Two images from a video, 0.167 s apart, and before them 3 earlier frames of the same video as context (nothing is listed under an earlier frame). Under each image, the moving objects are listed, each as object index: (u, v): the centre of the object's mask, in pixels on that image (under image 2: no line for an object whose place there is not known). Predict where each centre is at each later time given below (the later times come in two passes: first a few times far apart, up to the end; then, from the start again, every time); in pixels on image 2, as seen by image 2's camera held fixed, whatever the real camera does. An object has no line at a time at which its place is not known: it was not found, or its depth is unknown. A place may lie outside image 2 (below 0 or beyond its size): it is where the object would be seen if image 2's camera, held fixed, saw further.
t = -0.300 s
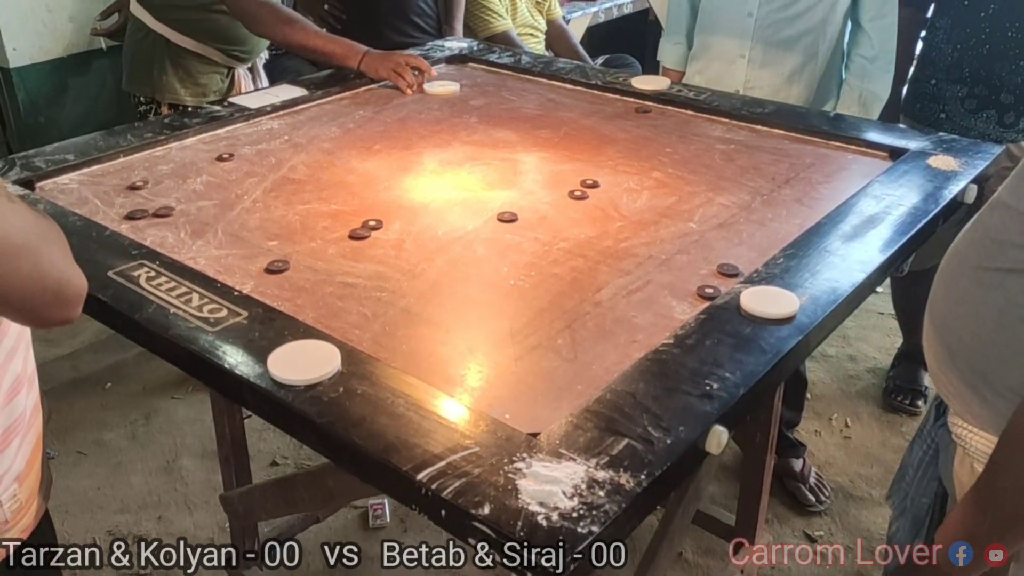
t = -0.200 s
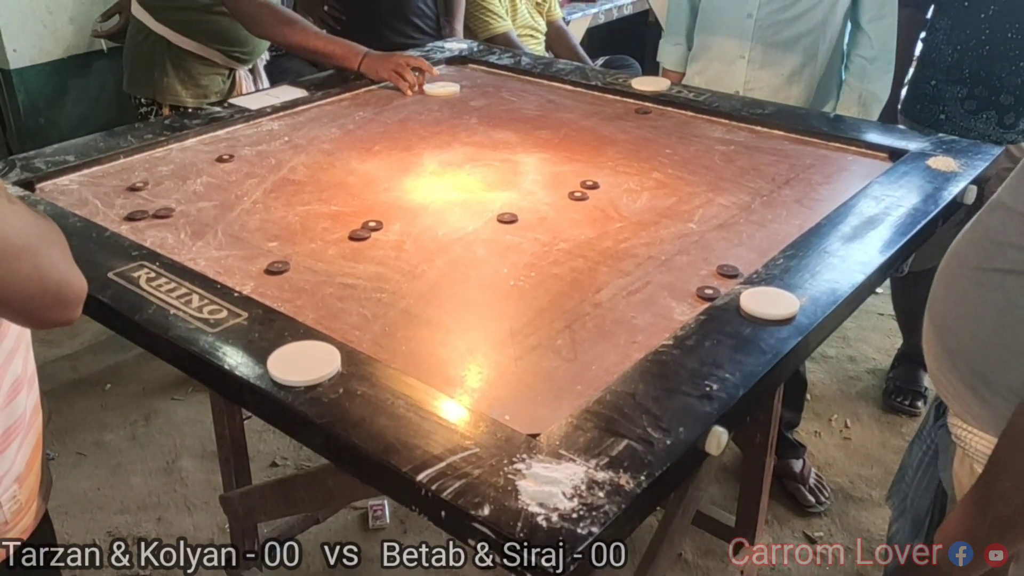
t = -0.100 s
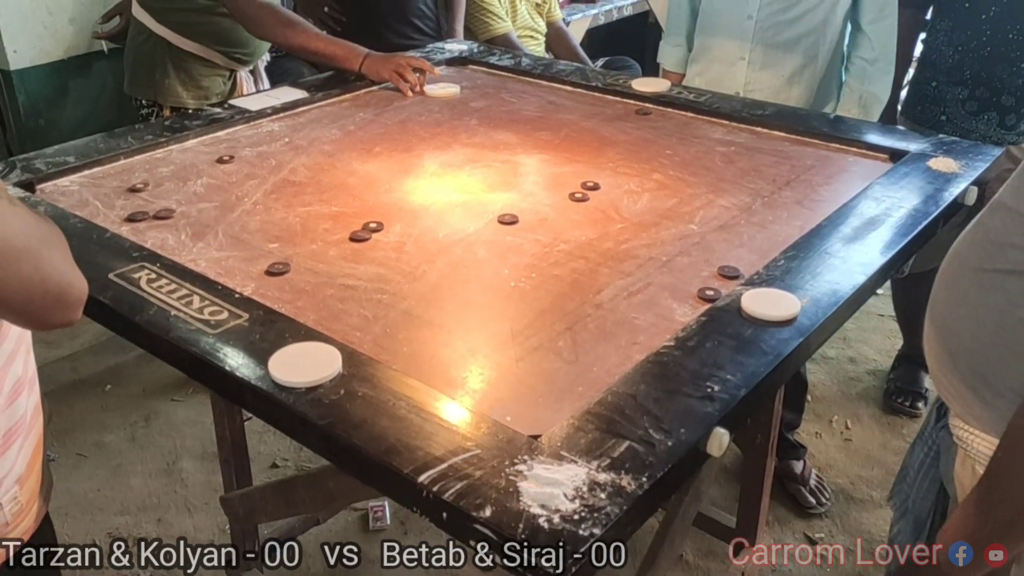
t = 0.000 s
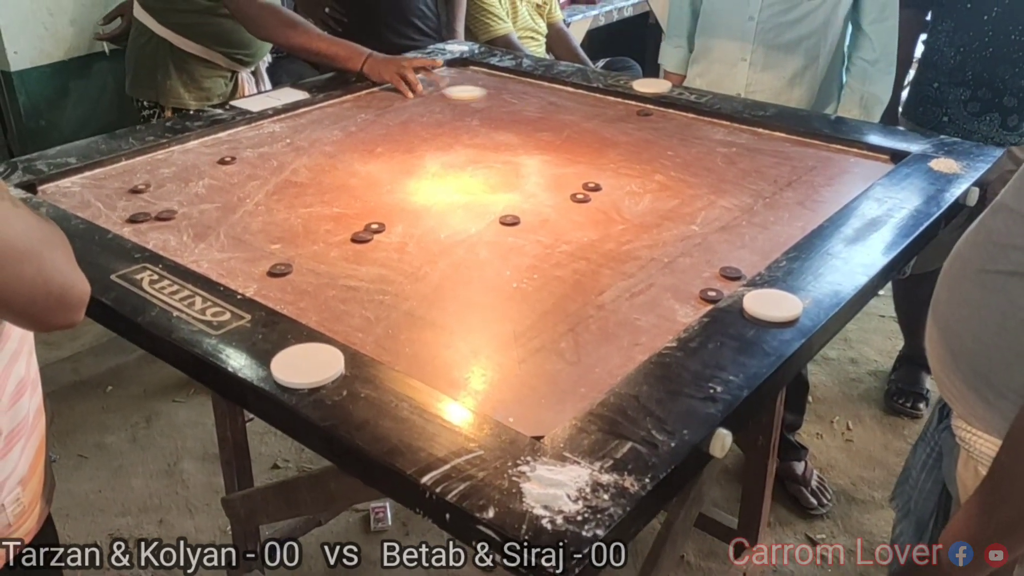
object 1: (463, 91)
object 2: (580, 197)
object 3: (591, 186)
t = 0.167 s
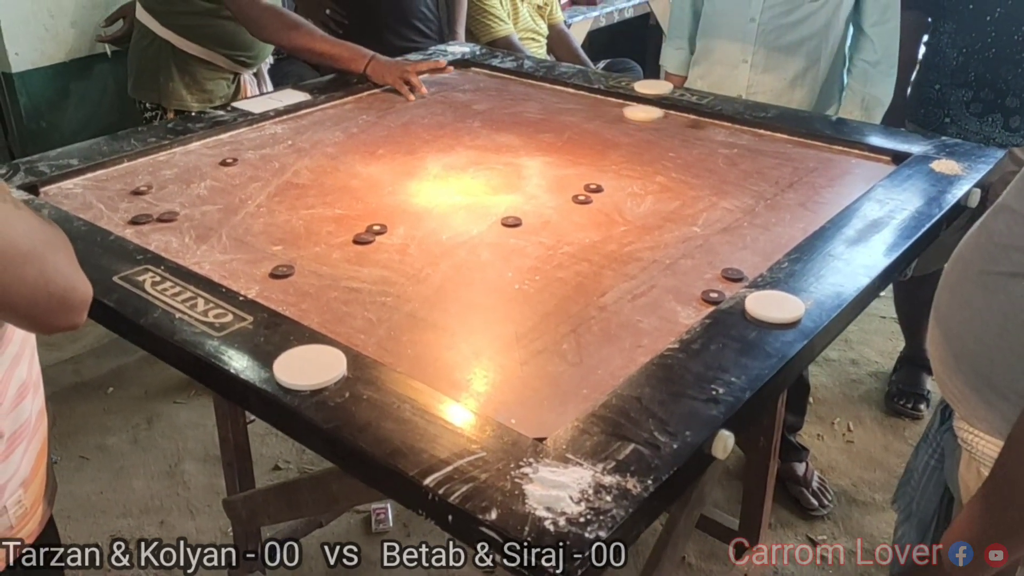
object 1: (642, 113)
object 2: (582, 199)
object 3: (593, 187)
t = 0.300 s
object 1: (711, 147)
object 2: (582, 199)
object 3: (593, 187)
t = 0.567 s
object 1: (749, 194)
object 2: (582, 199)
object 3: (593, 187)
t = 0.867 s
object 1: (578, 173)
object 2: (580, 203)
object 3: (561, 192)
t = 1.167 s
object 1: (497, 161)
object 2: (579, 209)
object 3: (522, 192)
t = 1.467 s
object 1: (479, 159)
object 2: (579, 209)
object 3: (522, 192)
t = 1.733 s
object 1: (479, 159)
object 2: (579, 209)
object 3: (522, 192)
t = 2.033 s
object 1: (479, 159)
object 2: (579, 208)
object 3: (522, 191)
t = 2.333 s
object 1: (479, 159)
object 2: (579, 209)
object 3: (522, 192)
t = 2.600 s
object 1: (479, 159)
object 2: (579, 209)
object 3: (522, 192)
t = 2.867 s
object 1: (479, 159)
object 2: (579, 209)
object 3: (522, 192)
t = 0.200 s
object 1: (658, 120)
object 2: (582, 199)
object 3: (593, 187)
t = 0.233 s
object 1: (675, 129)
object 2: (582, 199)
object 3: (593, 187)
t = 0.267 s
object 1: (693, 138)
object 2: (582, 199)
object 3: (593, 187)
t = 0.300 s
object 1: (711, 147)
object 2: (582, 199)
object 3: (593, 187)
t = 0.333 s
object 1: (730, 156)
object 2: (582, 199)
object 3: (593, 187)
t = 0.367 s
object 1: (751, 166)
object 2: (582, 199)
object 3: (593, 187)
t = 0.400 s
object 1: (772, 177)
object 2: (582, 199)
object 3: (593, 188)
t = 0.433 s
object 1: (795, 189)
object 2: (582, 199)
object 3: (593, 187)
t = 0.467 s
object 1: (818, 201)
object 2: (582, 199)
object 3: (593, 187)
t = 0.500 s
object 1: (801, 201)
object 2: (582, 199)
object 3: (593, 187)
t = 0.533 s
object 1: (774, 198)
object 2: (581, 199)
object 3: (593, 187)
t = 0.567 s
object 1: (749, 194)
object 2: (582, 199)
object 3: (593, 187)
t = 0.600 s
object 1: (725, 191)
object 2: (582, 199)
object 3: (593, 188)
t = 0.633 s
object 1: (702, 189)
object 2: (582, 199)
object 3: (593, 187)
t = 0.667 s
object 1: (680, 186)
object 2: (582, 199)
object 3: (593, 188)
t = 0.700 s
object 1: (658, 184)
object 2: (581, 199)
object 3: (593, 187)
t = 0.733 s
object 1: (639, 181)
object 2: (581, 199)
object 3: (593, 187)
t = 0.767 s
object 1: (620, 179)
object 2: (582, 199)
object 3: (593, 188)
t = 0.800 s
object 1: (605, 177)
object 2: (582, 199)
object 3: (582, 190)
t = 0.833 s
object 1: (591, 175)
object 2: (581, 201)
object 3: (571, 191)
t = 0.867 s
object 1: (578, 173)
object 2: (580, 203)
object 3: (561, 192)
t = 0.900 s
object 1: (566, 171)
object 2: (580, 205)
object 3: (551, 192)
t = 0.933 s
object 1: (554, 169)
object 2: (579, 206)
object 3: (544, 192)
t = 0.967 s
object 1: (544, 168)
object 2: (579, 207)
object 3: (538, 192)
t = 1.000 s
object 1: (535, 167)
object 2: (579, 208)
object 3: (533, 193)
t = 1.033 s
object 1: (526, 165)
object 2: (579, 208)
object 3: (529, 193)
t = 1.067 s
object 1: (518, 164)
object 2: (579, 209)
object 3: (526, 192)
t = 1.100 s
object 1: (510, 163)
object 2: (579, 209)
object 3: (524, 192)
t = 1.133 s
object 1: (504, 162)
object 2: (579, 209)
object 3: (523, 192)
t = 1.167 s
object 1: (497, 161)
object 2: (579, 209)
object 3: (522, 192)
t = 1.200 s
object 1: (492, 160)
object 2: (579, 209)
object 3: (522, 192)
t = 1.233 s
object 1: (488, 160)
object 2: (579, 209)
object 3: (522, 192)
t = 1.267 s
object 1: (484, 160)
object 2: (579, 209)
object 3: (522, 192)
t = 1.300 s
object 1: (482, 159)
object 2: (579, 209)
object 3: (522, 192)
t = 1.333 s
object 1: (481, 159)
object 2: (579, 209)
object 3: (522, 192)
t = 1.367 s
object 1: (480, 159)
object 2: (579, 209)
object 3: (522, 192)
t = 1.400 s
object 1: (479, 159)
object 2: (579, 209)
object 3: (522, 192)
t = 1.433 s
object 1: (479, 159)
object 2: (579, 209)
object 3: (522, 192)
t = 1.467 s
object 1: (479, 159)
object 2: (579, 209)
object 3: (522, 192)
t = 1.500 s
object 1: (479, 159)
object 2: (579, 209)
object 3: (522, 192)
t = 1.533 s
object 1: (479, 159)
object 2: (579, 209)
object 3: (522, 192)
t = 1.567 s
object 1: (479, 159)
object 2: (579, 209)
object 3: (522, 192)
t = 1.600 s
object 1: (479, 159)
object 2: (579, 209)
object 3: (522, 192)
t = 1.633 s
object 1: (479, 159)
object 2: (579, 209)
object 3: (522, 192)
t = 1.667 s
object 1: (479, 159)
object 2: (579, 209)
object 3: (522, 192)
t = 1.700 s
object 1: (480, 159)
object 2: (579, 209)
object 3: (522, 192)
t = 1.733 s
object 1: (479, 159)
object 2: (579, 209)
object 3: (522, 192)
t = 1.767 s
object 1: (479, 159)
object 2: (579, 209)
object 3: (522, 192)
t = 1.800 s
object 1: (479, 159)
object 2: (579, 209)
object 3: (522, 192)
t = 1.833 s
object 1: (479, 159)
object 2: (579, 209)
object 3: (522, 192)
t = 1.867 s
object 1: (479, 159)
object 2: (579, 209)
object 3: (522, 192)
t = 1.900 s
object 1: (479, 159)
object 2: (579, 209)
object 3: (522, 192)
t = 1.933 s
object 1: (479, 159)
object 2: (579, 209)
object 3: (522, 192)
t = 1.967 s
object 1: (479, 159)
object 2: (579, 209)
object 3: (522, 192)
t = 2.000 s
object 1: (479, 159)
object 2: (579, 209)
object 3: (522, 192)
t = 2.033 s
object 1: (479, 159)
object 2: (579, 208)
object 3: (522, 191)
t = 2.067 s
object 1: (479, 159)
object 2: (579, 208)
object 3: (522, 191)
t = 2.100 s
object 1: (479, 159)
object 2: (579, 209)
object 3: (522, 192)
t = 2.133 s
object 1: (479, 159)
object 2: (579, 209)
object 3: (522, 192)
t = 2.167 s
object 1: (479, 159)
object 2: (579, 209)
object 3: (522, 191)
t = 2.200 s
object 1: (479, 159)
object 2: (579, 208)
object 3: (522, 192)
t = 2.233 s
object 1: (479, 159)
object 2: (579, 209)
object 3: (522, 192)
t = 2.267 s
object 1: (479, 159)
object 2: (579, 208)
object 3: (522, 192)
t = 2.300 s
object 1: (479, 159)
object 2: (579, 209)
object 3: (522, 192)
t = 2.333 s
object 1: (479, 159)
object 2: (579, 209)
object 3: (522, 192)
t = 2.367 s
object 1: (479, 159)
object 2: (579, 209)
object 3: (522, 192)
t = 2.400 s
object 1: (479, 159)
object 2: (579, 209)
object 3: (522, 192)
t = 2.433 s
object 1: (479, 159)
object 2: (579, 209)
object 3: (522, 192)
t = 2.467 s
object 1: (479, 159)
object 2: (579, 209)
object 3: (522, 192)
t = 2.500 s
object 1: (479, 159)
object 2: (579, 209)
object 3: (522, 192)
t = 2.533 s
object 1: (479, 159)
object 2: (579, 209)
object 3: (522, 192)
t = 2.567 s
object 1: (479, 159)
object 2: (579, 209)
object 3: (522, 192)
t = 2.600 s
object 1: (479, 159)
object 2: (579, 209)
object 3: (522, 192)
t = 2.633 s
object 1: (479, 159)
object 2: (579, 209)
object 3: (522, 192)
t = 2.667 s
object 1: (479, 159)
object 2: (579, 209)
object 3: (522, 192)
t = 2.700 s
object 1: (479, 159)
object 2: (579, 209)
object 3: (522, 192)
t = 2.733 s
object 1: (479, 159)
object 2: (579, 209)
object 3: (522, 192)
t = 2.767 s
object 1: (479, 159)
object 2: (579, 209)
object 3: (522, 192)
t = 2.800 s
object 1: (479, 159)
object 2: (579, 209)
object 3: (522, 192)
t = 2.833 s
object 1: (479, 159)
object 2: (579, 209)
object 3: (522, 192)
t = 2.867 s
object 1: (479, 159)
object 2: (579, 209)
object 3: (522, 192)
